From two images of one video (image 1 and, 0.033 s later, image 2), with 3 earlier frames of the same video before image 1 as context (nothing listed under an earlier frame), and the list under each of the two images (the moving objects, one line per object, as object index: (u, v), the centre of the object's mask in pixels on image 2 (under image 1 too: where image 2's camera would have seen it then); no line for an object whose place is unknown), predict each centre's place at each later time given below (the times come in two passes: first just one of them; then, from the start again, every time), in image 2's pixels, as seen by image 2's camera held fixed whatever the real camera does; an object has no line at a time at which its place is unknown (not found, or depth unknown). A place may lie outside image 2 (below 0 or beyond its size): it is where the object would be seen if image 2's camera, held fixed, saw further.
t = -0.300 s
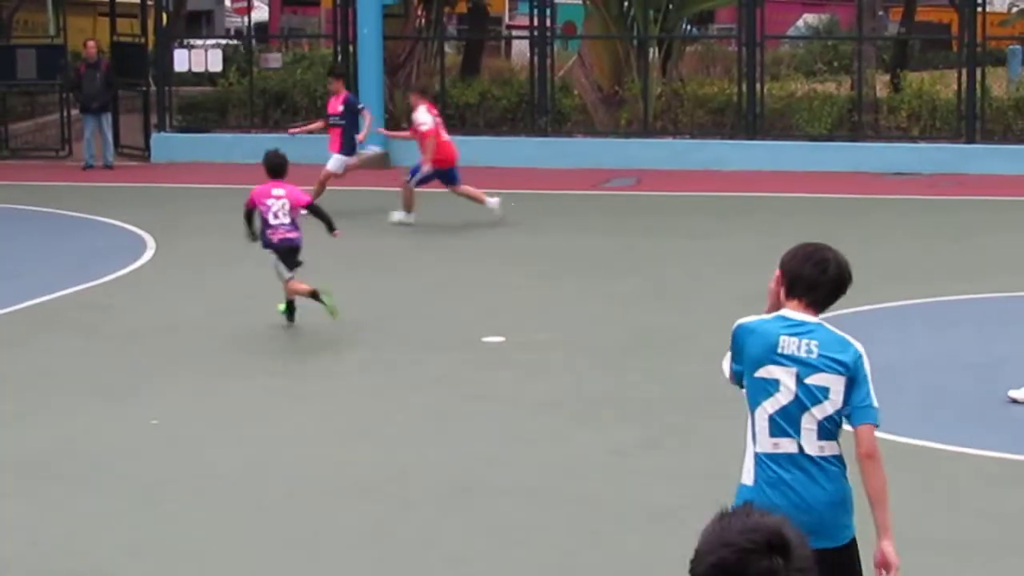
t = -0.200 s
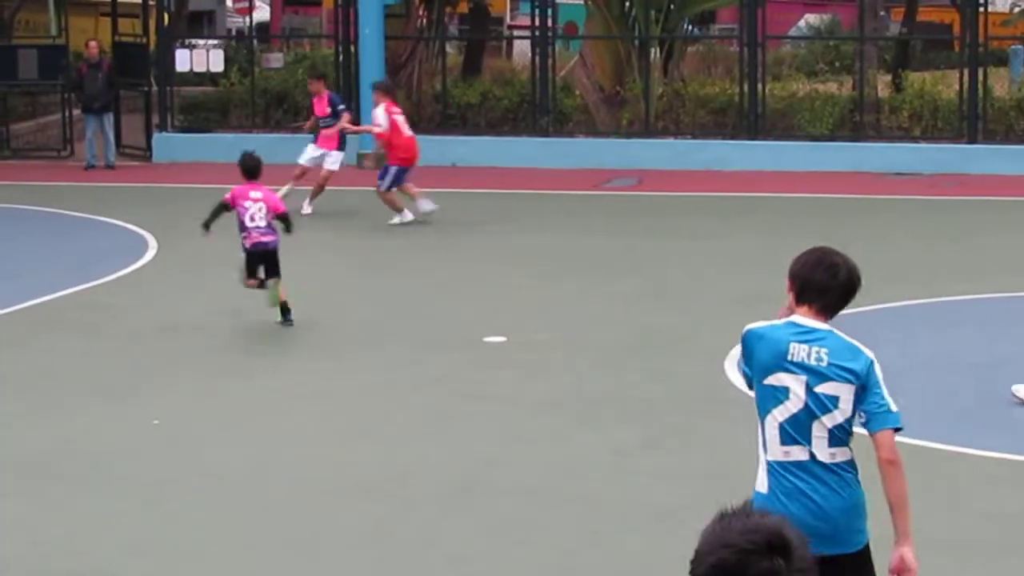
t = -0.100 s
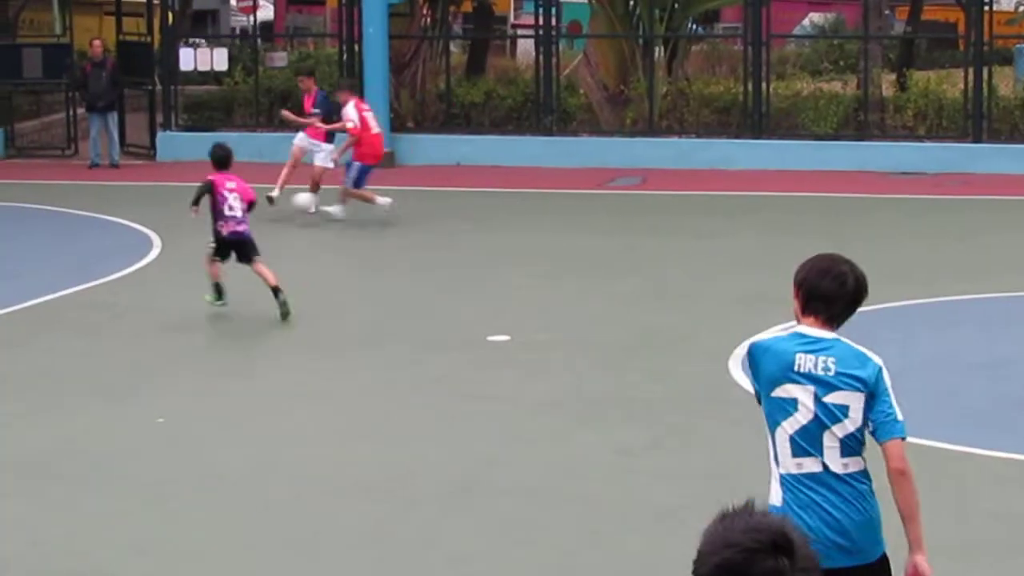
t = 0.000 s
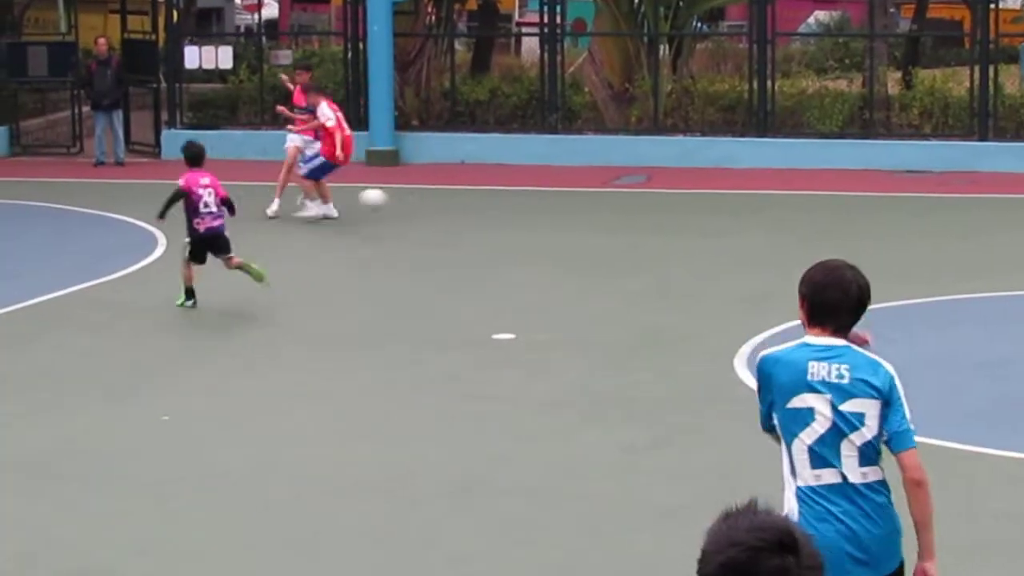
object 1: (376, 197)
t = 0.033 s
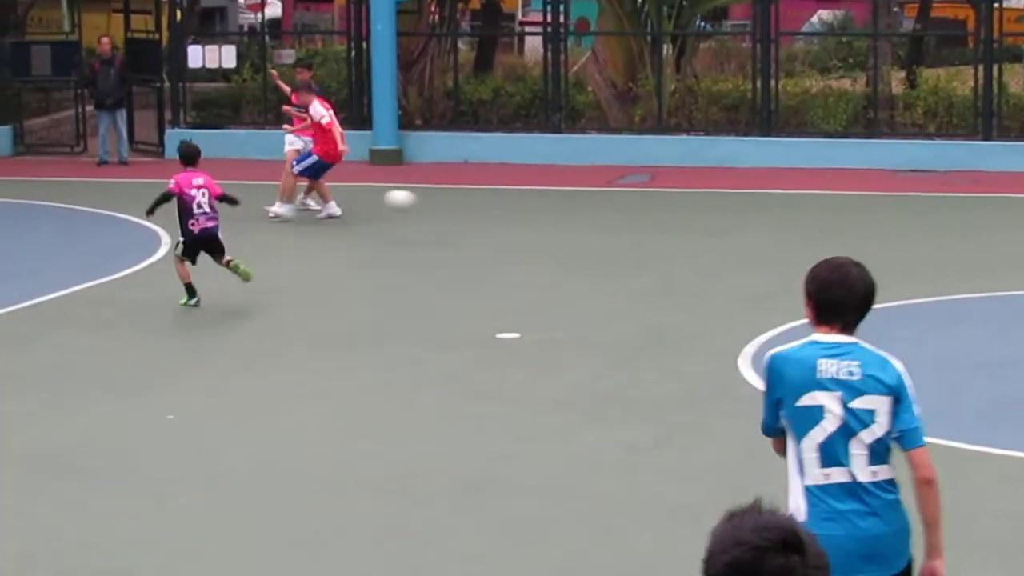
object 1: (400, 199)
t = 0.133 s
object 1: (478, 214)
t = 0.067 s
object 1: (425, 203)
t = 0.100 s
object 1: (451, 208)
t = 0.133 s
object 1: (478, 214)
